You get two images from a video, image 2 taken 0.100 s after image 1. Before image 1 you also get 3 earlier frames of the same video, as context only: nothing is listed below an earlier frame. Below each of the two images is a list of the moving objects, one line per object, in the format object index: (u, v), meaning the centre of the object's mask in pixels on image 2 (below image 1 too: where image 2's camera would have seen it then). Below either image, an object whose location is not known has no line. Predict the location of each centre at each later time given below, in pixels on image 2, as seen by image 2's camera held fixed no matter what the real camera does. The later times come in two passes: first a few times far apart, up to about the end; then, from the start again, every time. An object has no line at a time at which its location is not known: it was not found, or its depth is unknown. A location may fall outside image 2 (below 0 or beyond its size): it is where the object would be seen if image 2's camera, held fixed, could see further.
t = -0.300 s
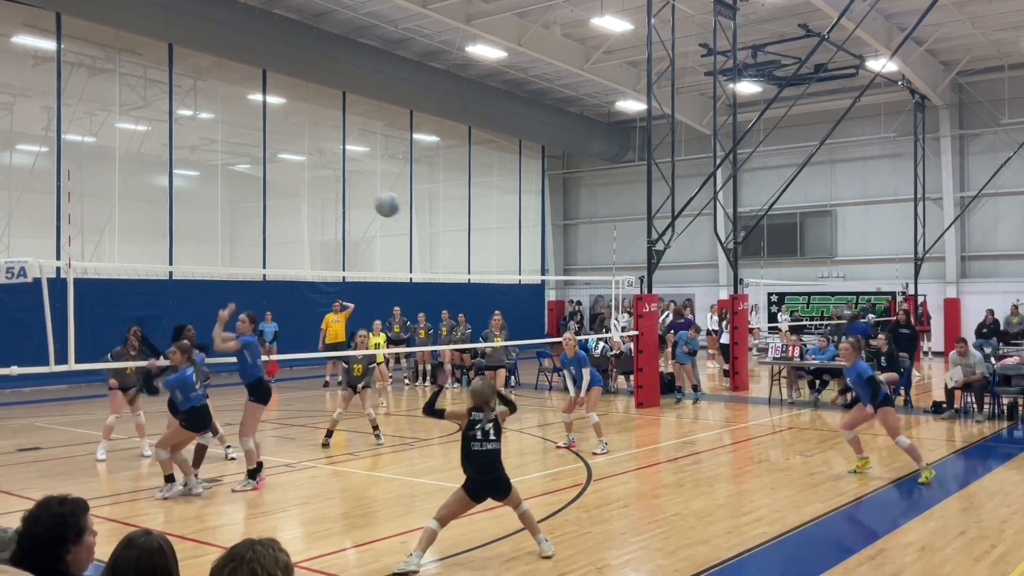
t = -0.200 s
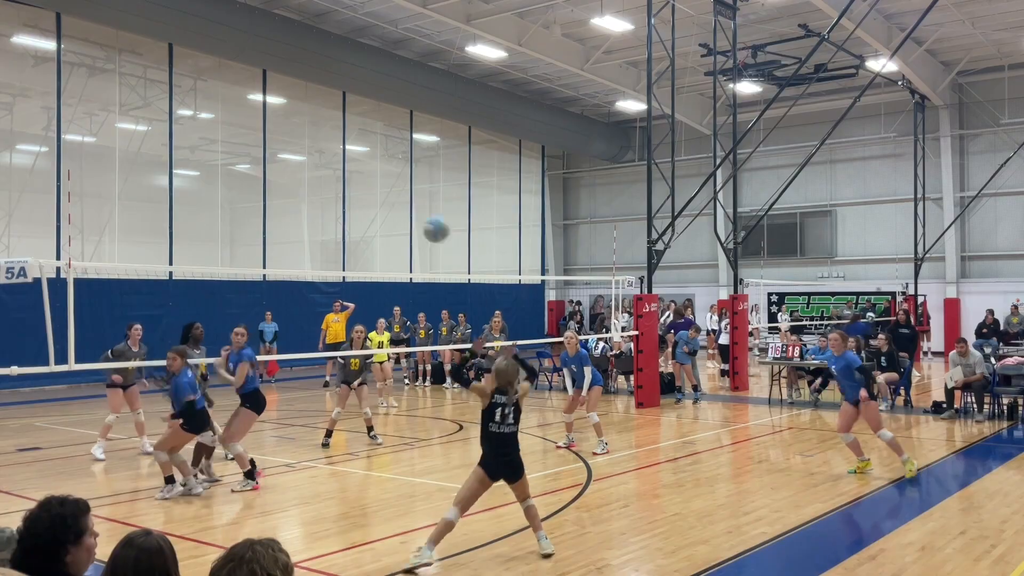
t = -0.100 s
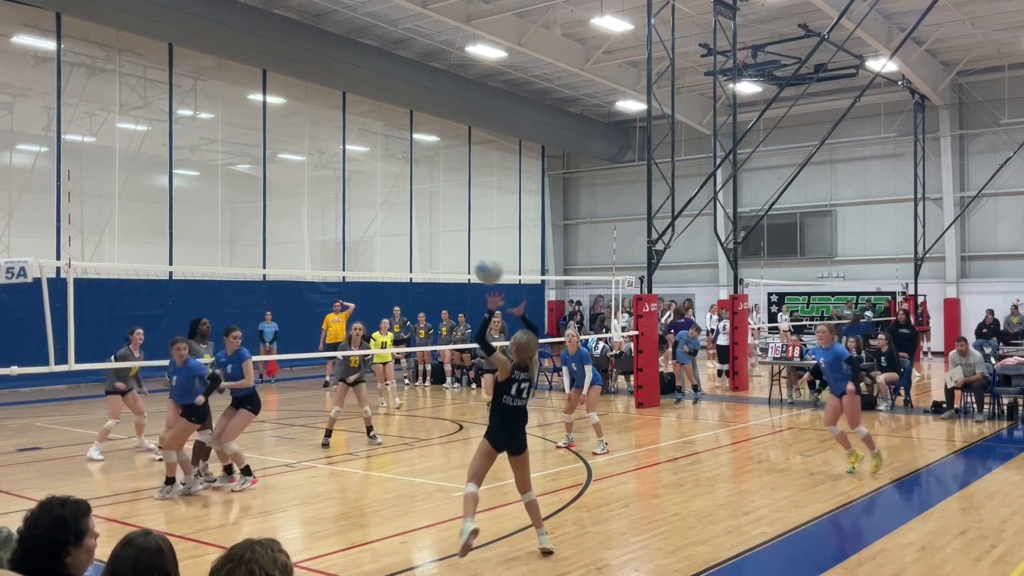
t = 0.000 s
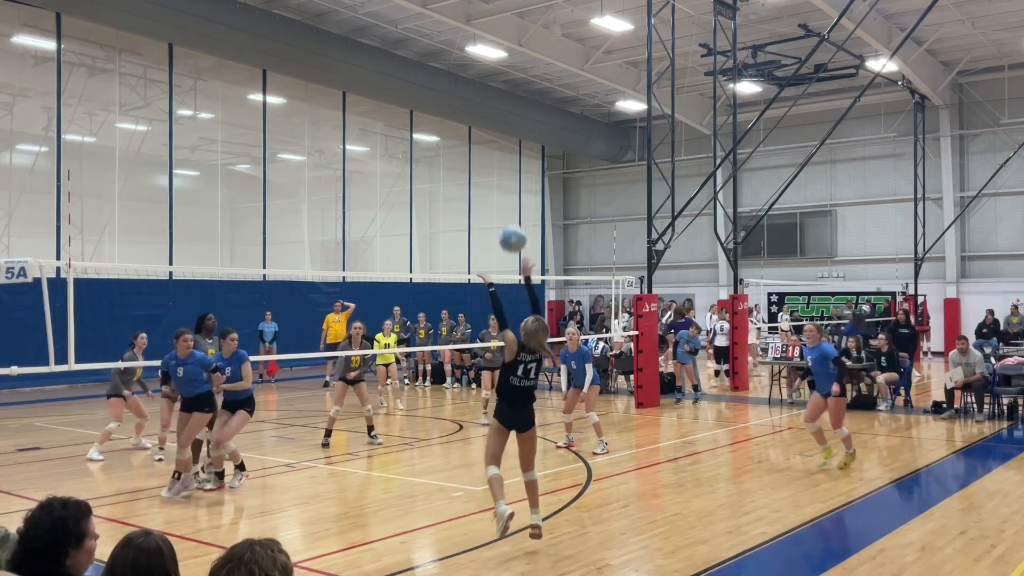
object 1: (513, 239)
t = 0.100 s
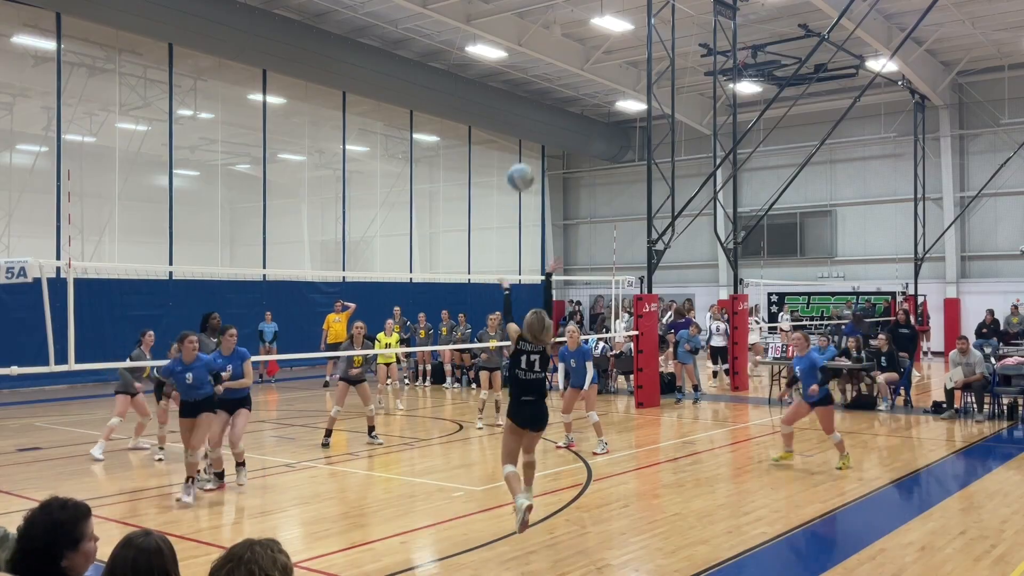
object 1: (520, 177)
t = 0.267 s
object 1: (532, 109)
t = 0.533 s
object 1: (550, 76)
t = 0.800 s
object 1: (565, 123)
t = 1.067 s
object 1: (579, 233)
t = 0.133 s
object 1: (523, 159)
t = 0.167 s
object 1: (526, 144)
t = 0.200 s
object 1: (528, 129)
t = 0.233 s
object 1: (530, 119)
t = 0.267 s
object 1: (532, 109)
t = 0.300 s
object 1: (535, 100)
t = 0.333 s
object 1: (537, 93)
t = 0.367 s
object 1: (539, 87)
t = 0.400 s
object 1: (541, 82)
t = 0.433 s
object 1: (543, 79)
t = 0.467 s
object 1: (546, 76)
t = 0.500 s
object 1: (548, 75)
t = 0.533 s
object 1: (550, 76)
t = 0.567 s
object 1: (552, 78)
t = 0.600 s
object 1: (554, 81)
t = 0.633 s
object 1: (556, 85)
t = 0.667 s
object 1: (558, 91)
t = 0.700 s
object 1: (560, 97)
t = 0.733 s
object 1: (561, 105)
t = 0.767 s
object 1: (563, 113)
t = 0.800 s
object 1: (565, 123)
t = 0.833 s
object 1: (567, 134)
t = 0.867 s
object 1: (569, 145)
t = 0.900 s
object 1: (570, 158)
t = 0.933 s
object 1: (572, 171)
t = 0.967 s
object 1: (573, 185)
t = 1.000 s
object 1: (575, 200)
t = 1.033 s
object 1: (577, 216)
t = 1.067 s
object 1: (579, 233)
